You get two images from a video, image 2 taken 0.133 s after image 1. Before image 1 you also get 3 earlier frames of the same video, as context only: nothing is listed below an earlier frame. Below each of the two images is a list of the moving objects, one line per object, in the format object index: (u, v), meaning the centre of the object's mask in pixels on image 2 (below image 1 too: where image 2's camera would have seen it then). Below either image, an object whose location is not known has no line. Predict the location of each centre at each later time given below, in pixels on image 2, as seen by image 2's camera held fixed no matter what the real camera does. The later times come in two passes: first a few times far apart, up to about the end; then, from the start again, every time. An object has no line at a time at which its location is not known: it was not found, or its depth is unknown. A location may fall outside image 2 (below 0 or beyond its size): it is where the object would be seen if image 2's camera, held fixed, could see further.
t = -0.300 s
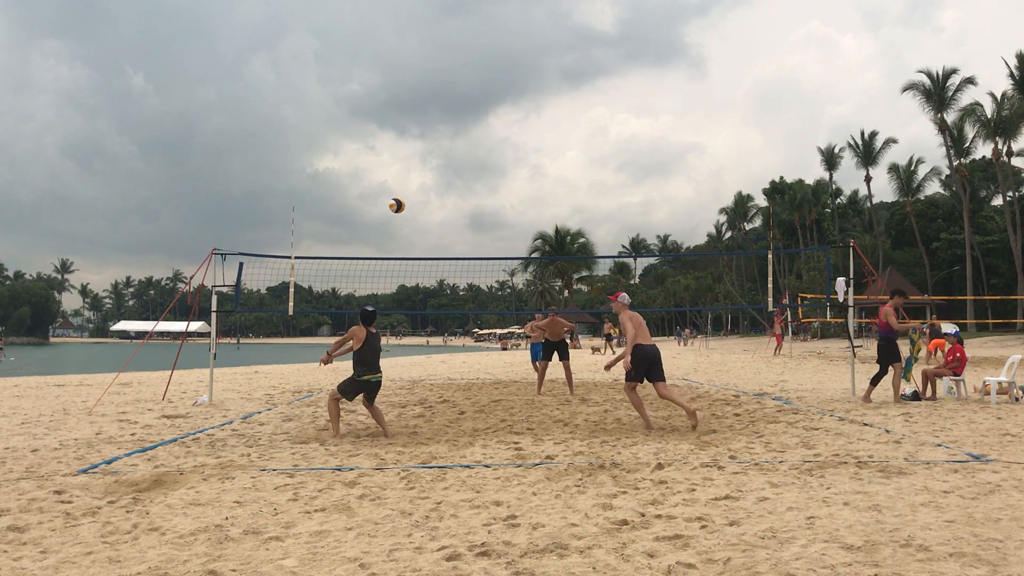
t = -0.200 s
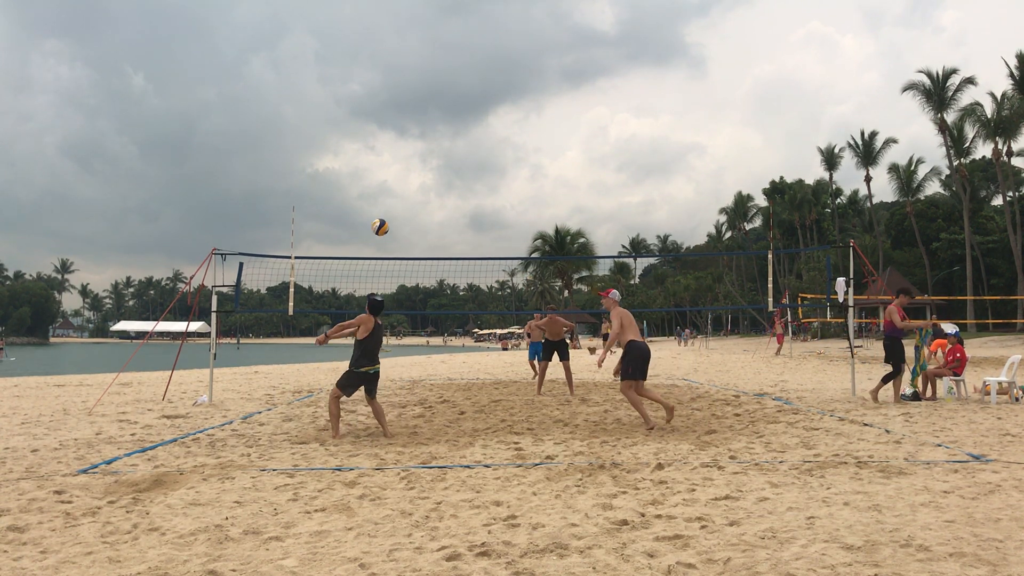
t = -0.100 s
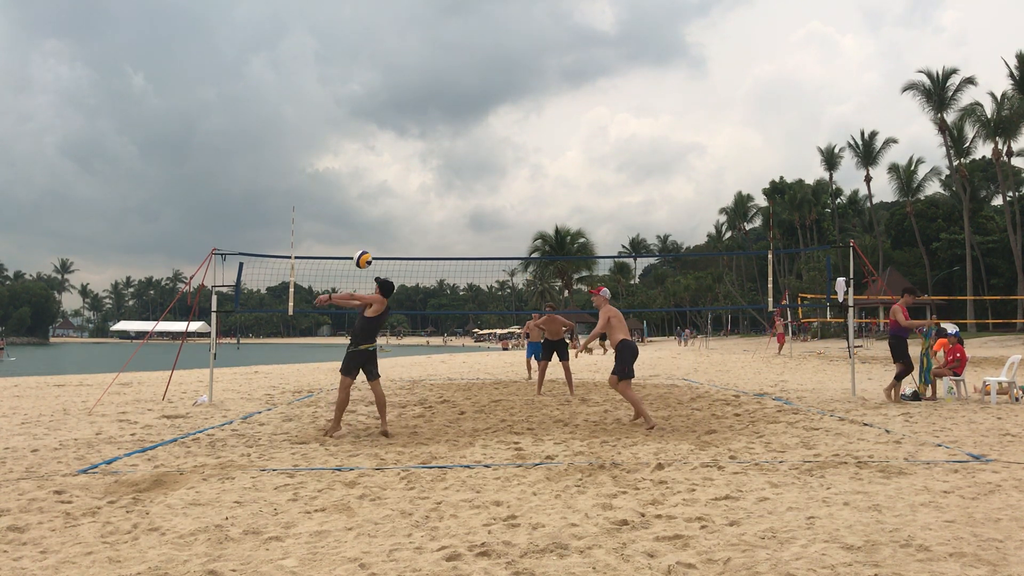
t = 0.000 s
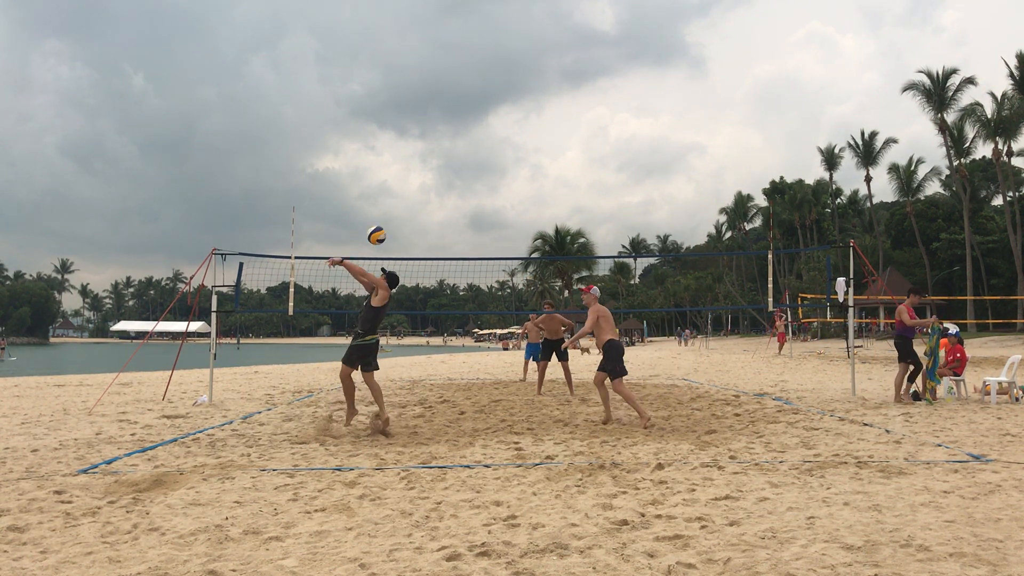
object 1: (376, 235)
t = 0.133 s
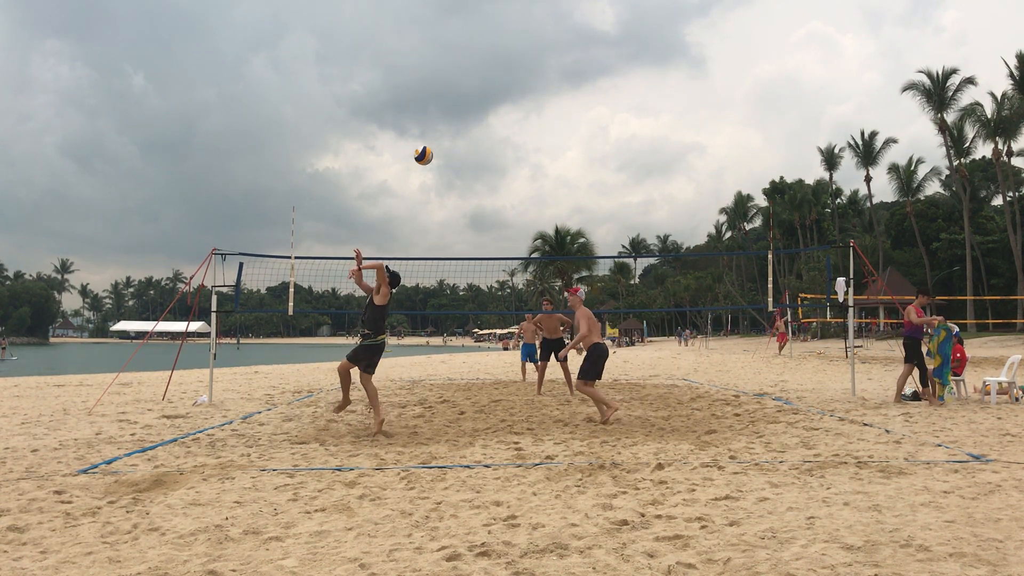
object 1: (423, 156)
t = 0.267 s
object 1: (467, 96)
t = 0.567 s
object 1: (560, 24)
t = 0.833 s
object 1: (635, 25)
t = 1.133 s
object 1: (714, 91)
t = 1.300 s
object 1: (755, 154)
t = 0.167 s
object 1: (435, 139)
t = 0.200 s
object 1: (446, 123)
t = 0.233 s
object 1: (457, 109)
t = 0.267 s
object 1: (467, 96)
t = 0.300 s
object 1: (478, 83)
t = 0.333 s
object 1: (488, 72)
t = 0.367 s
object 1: (499, 62)
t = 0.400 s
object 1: (509, 53)
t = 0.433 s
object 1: (519, 45)
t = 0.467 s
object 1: (529, 38)
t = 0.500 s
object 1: (539, 33)
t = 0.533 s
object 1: (549, 28)
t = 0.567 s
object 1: (560, 24)
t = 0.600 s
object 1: (569, 21)
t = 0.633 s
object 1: (579, 19)
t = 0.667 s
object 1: (588, 18)
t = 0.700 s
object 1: (598, 18)
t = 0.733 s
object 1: (607, 18)
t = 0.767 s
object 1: (616, 20)
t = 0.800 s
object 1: (626, 22)
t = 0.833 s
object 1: (635, 25)
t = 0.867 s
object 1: (644, 29)
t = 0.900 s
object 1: (653, 34)
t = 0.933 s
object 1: (662, 40)
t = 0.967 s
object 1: (671, 46)
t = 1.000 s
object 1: (679, 54)
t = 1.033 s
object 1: (688, 62)
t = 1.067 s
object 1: (697, 71)
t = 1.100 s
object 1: (705, 81)
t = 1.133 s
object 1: (714, 91)
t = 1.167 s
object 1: (722, 102)
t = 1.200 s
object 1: (730, 114)
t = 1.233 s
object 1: (739, 127)
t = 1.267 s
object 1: (747, 140)
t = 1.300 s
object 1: (755, 154)
